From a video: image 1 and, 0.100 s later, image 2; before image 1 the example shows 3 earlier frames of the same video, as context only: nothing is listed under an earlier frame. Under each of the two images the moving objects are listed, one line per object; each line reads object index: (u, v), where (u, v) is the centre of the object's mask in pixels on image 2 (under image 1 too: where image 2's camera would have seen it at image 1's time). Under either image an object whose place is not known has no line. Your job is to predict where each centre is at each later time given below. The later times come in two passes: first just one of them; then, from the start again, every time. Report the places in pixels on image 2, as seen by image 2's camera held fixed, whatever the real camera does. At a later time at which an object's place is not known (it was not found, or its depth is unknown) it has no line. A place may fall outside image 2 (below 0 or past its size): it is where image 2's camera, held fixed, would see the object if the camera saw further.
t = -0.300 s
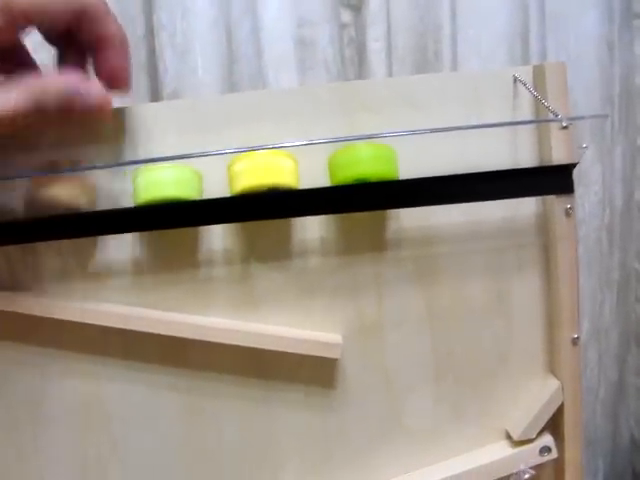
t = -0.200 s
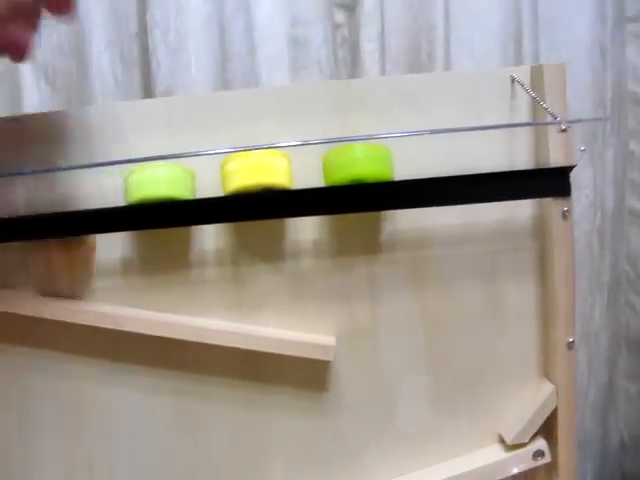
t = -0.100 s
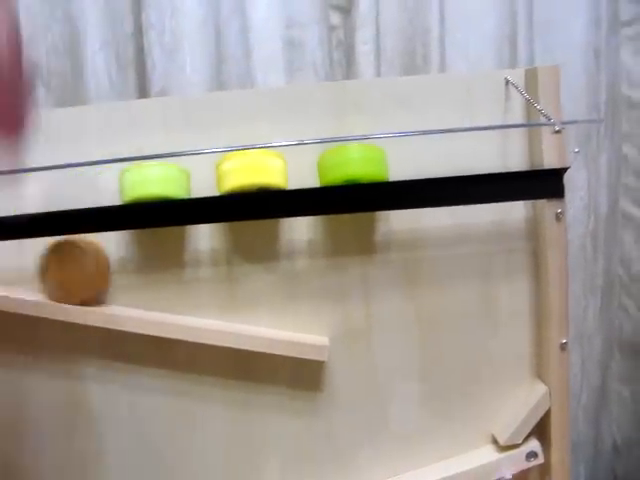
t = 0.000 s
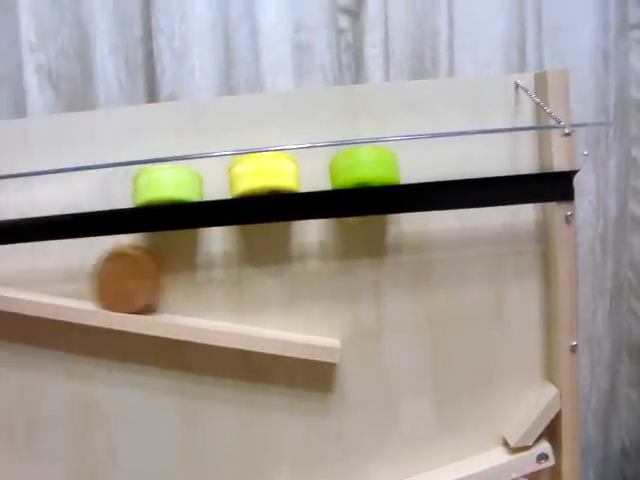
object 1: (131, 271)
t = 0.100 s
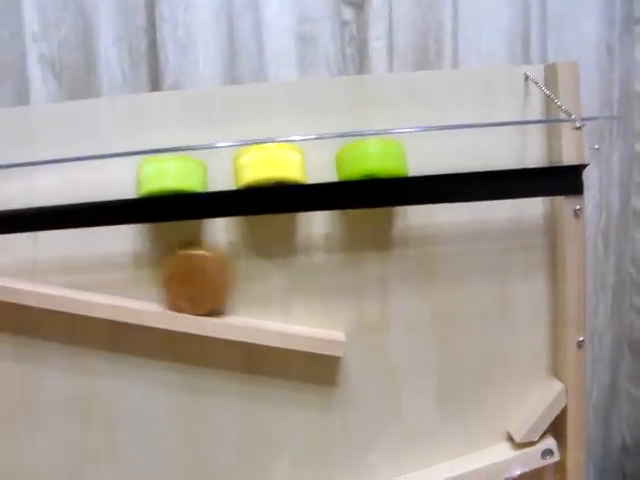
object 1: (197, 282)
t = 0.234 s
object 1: (323, 301)
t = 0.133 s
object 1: (226, 287)
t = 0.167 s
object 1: (258, 292)
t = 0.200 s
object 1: (290, 297)
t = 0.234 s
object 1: (323, 301)
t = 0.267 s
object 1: (362, 308)
